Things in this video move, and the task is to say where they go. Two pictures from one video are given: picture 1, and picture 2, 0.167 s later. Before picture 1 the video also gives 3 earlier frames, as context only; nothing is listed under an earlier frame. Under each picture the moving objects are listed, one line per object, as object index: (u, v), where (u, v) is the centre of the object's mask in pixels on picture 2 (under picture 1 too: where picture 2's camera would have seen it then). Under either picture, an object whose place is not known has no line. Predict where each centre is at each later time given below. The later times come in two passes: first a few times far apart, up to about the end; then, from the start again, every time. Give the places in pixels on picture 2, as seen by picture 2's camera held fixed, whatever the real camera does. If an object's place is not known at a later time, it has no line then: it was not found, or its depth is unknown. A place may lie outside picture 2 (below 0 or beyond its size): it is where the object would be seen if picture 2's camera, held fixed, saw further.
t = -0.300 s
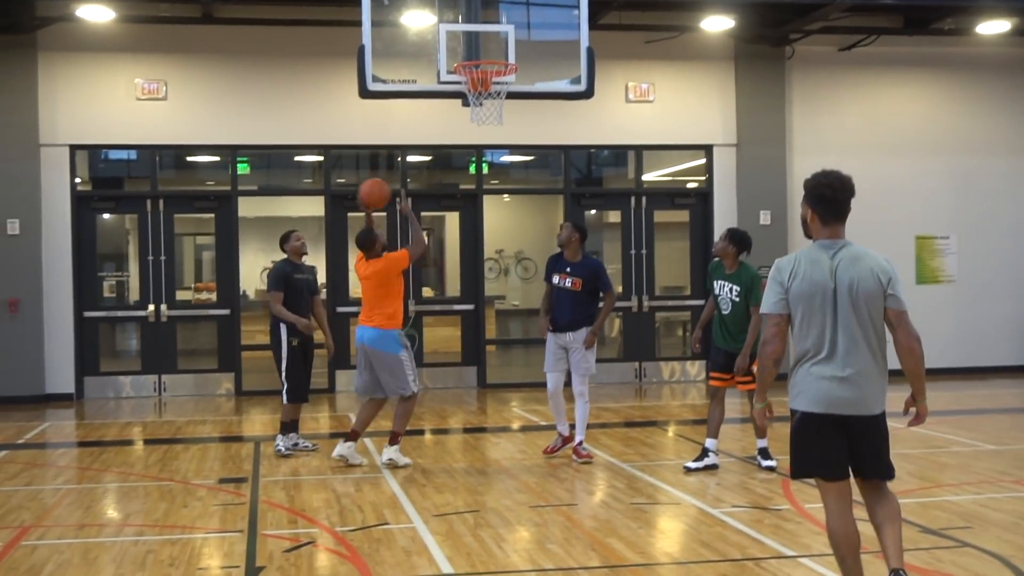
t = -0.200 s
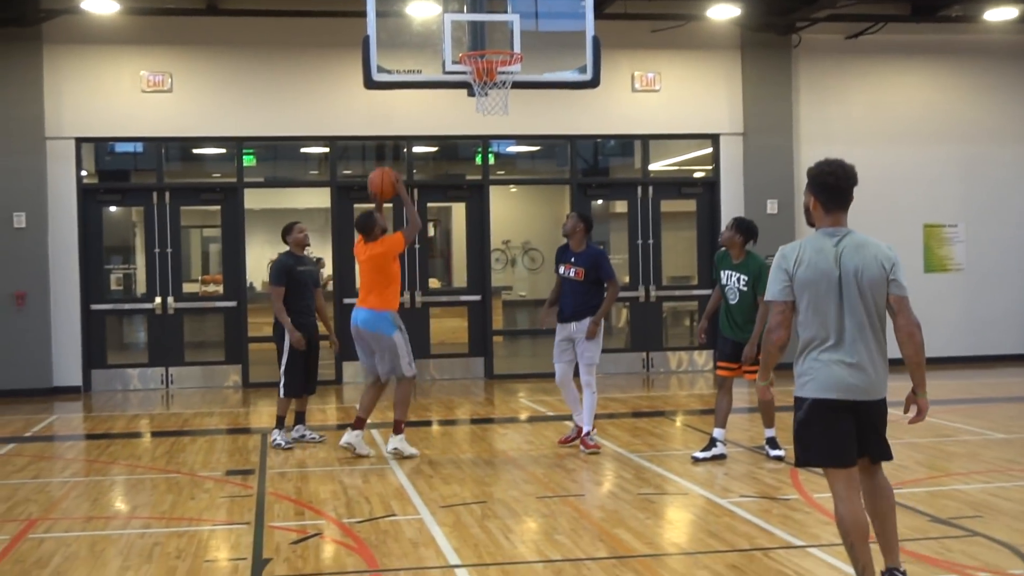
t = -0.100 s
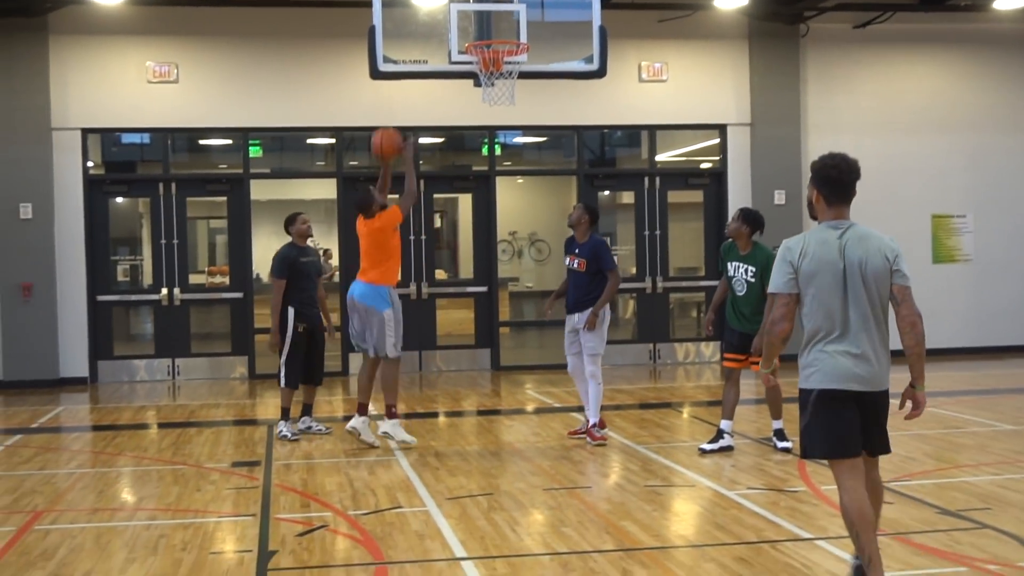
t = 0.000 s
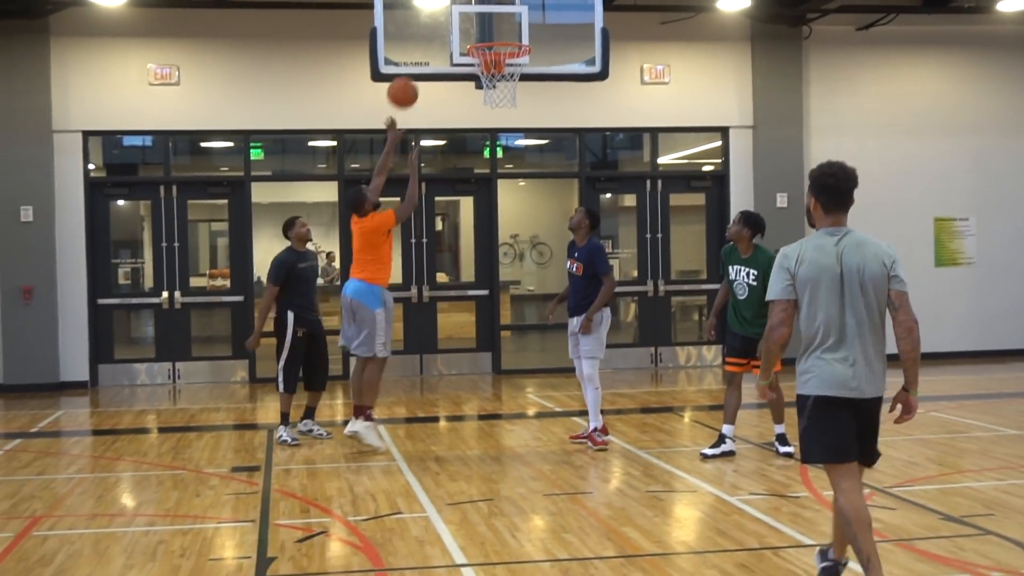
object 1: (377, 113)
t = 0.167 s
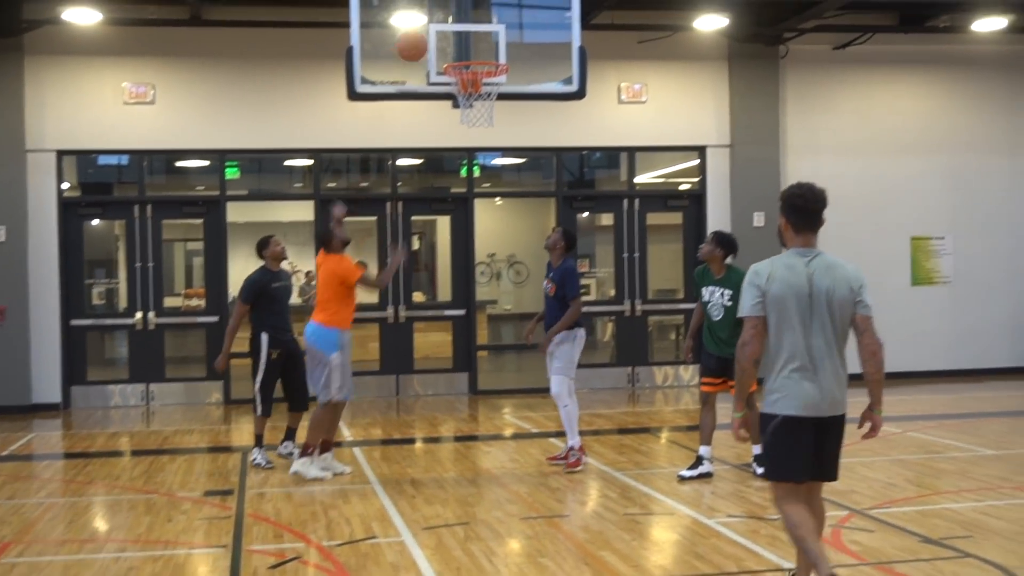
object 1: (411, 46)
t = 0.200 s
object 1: (418, 38)
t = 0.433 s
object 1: (450, 25)
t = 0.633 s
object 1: (478, 76)
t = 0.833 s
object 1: (484, 126)
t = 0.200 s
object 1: (418, 38)
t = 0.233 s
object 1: (425, 30)
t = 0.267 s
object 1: (430, 25)
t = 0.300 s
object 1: (434, 23)
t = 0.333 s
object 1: (439, 21)
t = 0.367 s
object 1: (442, 21)
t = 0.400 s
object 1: (447, 22)
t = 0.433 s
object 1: (450, 25)
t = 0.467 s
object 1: (455, 29)
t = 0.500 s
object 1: (460, 35)
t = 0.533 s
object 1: (464, 42)
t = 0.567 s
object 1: (468, 48)
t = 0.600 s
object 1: (472, 54)
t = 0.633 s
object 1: (478, 76)
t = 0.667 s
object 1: (485, 84)
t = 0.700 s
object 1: (484, 94)
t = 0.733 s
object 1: (487, 101)
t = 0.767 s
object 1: (484, 112)
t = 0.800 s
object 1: (484, 117)
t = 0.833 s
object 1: (484, 126)
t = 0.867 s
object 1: (485, 137)
